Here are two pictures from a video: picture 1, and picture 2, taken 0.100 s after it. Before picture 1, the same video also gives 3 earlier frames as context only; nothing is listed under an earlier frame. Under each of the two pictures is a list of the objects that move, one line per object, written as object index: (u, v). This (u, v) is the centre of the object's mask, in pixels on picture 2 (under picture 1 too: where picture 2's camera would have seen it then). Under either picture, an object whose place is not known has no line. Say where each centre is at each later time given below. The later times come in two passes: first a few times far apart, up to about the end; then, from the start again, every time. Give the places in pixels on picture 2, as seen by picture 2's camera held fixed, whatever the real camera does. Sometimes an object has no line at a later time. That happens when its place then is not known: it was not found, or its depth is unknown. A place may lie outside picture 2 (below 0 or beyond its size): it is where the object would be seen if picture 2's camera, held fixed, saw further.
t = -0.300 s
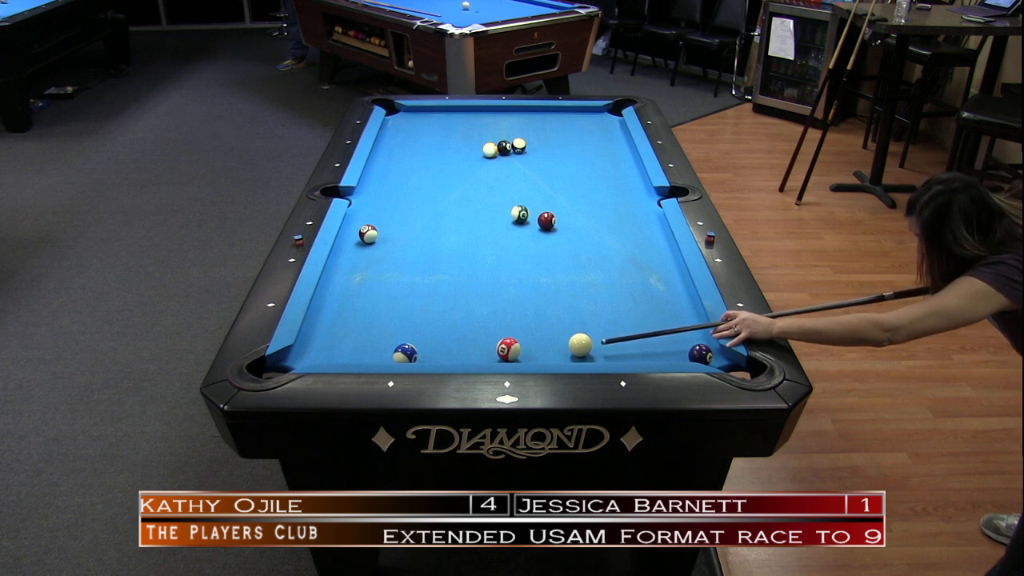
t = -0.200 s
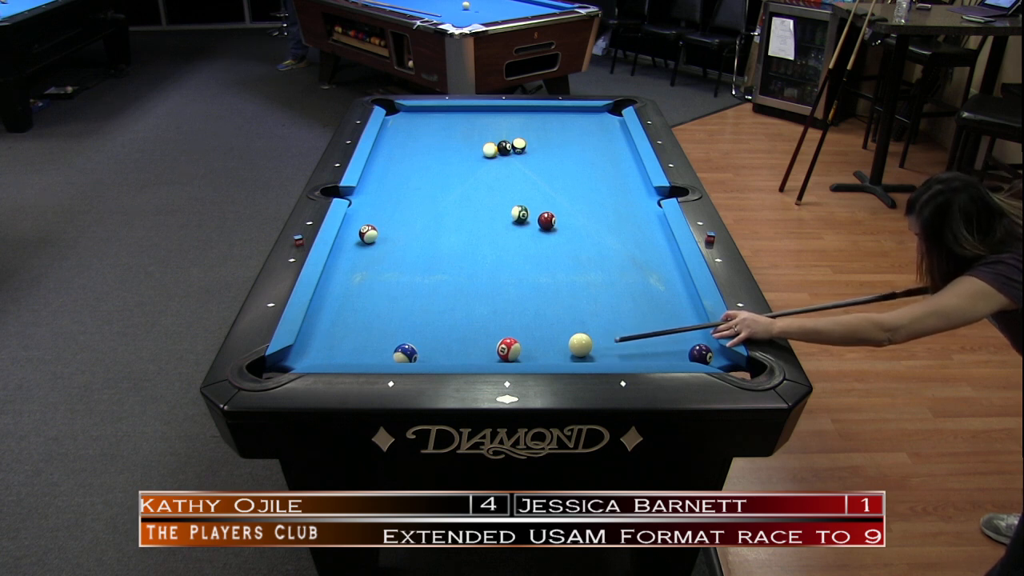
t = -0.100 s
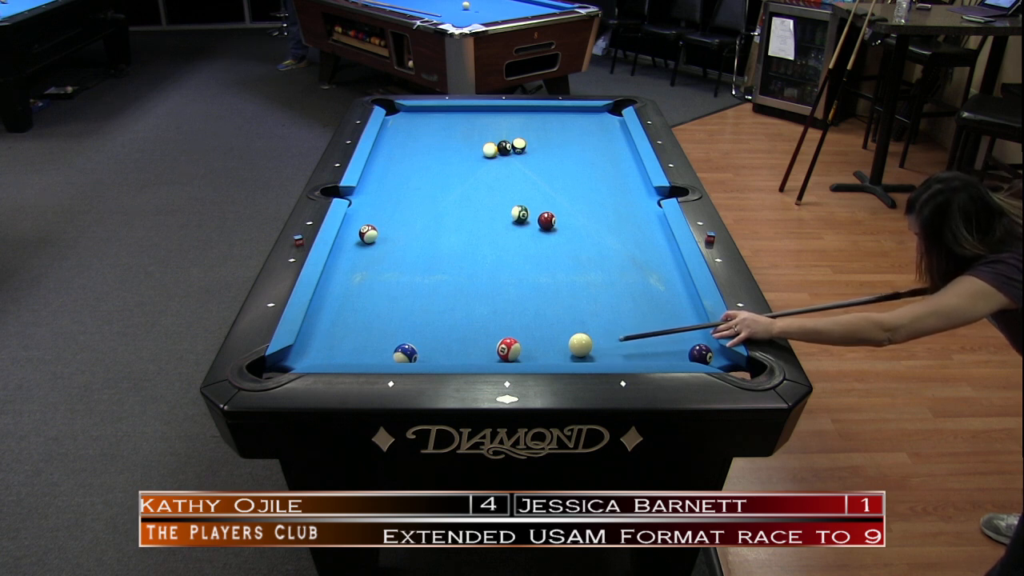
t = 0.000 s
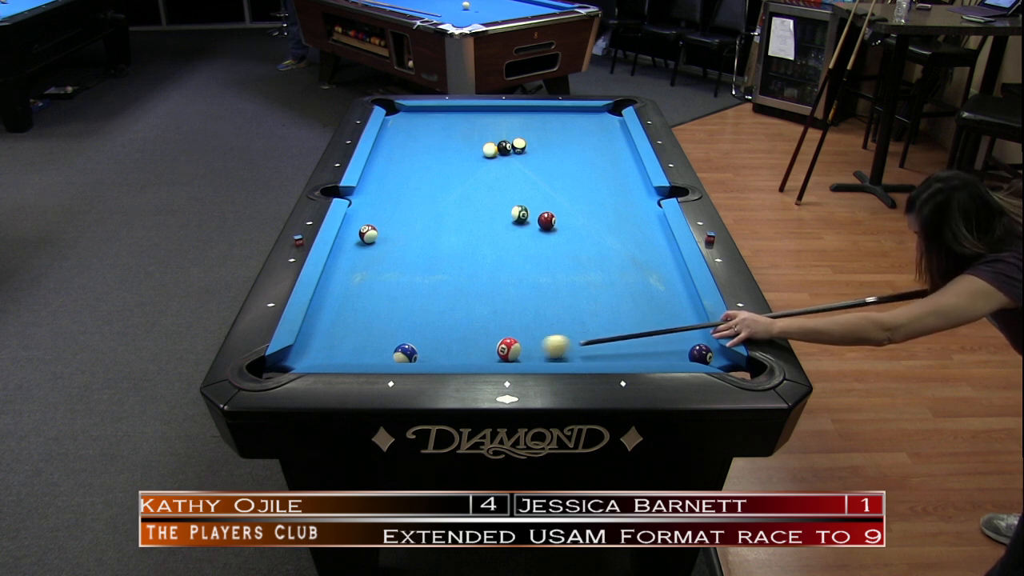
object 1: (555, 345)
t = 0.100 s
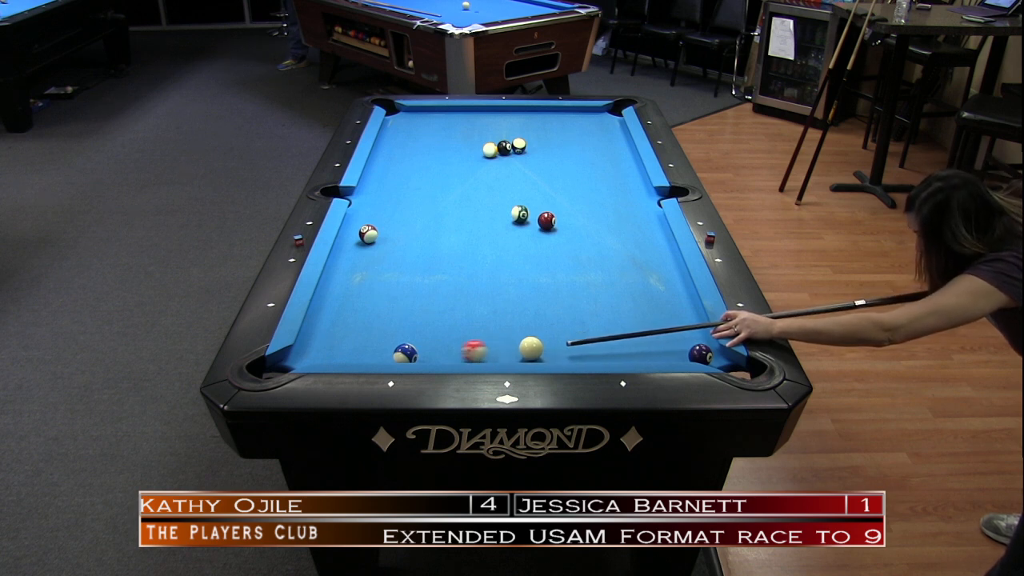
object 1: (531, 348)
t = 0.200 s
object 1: (528, 348)
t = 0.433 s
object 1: (521, 349)
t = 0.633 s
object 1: (517, 349)
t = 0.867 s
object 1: (513, 350)
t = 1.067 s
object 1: (511, 350)
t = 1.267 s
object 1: (510, 350)
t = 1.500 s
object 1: (510, 350)
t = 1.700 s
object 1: (510, 350)
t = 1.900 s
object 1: (510, 350)
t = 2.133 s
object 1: (511, 350)
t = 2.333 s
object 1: (510, 350)
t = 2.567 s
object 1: (511, 350)
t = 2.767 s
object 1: (511, 350)
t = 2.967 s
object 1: (511, 350)
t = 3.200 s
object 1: (510, 350)
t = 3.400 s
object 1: (511, 350)
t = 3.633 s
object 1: (511, 350)
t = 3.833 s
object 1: (511, 350)
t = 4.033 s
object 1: (511, 350)
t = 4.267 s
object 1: (511, 350)
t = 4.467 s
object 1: (511, 350)
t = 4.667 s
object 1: (511, 350)
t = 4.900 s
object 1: (510, 350)
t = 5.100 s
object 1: (510, 350)
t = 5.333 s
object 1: (510, 350)
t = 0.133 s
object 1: (530, 348)
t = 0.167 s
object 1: (529, 348)
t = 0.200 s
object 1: (528, 348)
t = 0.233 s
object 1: (526, 348)
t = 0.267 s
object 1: (525, 348)
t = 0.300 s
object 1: (524, 348)
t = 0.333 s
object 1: (523, 348)
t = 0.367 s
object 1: (522, 348)
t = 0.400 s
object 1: (522, 349)
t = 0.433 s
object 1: (521, 349)
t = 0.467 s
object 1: (520, 349)
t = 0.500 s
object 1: (519, 349)
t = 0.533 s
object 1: (518, 349)
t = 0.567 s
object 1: (518, 349)
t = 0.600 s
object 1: (517, 349)
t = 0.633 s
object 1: (517, 349)
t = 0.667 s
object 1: (516, 350)
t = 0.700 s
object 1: (515, 349)
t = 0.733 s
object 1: (515, 350)
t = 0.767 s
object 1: (514, 350)
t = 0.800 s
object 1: (513, 350)
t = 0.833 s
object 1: (513, 350)
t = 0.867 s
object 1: (513, 350)
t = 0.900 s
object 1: (513, 350)
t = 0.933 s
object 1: (512, 350)
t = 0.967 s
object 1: (512, 350)
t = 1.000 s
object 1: (511, 350)
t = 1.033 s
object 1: (511, 350)
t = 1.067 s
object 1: (511, 350)
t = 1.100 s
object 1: (511, 350)
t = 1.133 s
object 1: (511, 350)
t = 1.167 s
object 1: (510, 350)
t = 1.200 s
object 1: (511, 350)
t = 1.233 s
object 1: (510, 350)
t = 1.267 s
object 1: (510, 350)
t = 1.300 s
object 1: (510, 350)
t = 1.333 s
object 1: (510, 350)
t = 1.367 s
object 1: (510, 350)
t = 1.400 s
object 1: (510, 350)
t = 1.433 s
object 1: (510, 350)
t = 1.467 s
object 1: (510, 350)
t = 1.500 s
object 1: (510, 350)
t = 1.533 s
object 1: (510, 350)
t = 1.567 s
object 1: (510, 350)
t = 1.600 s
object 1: (510, 350)
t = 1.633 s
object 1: (510, 350)
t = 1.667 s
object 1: (510, 350)
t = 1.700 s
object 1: (510, 350)
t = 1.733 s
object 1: (510, 350)
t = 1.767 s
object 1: (510, 350)
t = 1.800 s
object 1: (510, 350)
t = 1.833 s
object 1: (510, 350)
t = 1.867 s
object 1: (510, 350)
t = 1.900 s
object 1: (510, 350)
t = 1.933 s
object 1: (510, 350)
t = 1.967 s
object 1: (510, 350)
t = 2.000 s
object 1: (511, 350)
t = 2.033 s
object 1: (511, 350)
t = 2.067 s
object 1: (510, 350)
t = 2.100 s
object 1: (510, 350)
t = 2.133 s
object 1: (511, 350)
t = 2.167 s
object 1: (511, 350)
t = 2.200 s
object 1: (511, 350)
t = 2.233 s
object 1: (511, 350)
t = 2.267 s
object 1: (511, 350)
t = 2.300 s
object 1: (510, 350)
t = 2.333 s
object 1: (510, 350)
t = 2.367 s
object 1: (510, 350)
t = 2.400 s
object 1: (510, 350)
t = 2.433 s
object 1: (511, 350)
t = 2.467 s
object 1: (511, 350)
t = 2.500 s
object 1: (511, 350)
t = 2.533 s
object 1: (511, 350)
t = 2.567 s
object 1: (511, 350)
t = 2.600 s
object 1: (511, 350)
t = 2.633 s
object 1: (511, 350)
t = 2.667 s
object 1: (510, 350)
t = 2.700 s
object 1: (511, 350)
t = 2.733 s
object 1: (511, 350)
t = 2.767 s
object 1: (511, 350)
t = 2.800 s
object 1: (511, 350)
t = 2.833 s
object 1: (511, 350)
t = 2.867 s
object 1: (511, 350)
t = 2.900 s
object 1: (511, 350)
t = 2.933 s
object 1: (510, 350)
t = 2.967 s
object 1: (511, 350)
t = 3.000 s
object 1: (510, 350)
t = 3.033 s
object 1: (511, 350)
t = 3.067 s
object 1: (511, 350)
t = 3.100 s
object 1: (511, 350)
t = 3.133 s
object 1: (511, 350)
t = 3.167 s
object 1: (510, 350)
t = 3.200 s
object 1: (510, 350)
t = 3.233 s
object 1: (511, 350)
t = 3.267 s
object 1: (511, 350)
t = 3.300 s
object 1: (511, 350)
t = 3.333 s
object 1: (511, 350)
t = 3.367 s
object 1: (510, 350)
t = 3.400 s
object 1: (511, 350)
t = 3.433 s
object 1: (511, 350)
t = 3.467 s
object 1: (511, 350)
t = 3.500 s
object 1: (511, 350)
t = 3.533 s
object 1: (511, 350)
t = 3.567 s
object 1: (511, 350)
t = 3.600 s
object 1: (511, 350)
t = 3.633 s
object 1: (511, 350)
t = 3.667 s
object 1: (511, 350)
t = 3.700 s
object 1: (511, 350)
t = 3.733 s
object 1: (511, 350)
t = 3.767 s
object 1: (511, 350)
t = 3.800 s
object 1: (510, 350)
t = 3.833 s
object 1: (511, 350)
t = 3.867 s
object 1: (511, 350)
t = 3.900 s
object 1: (511, 350)
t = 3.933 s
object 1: (511, 350)
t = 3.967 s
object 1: (511, 350)
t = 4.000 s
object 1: (511, 350)
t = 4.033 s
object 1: (511, 350)
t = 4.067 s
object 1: (510, 350)
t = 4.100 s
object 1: (511, 350)
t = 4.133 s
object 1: (511, 350)
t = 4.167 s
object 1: (511, 350)
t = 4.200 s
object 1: (510, 350)
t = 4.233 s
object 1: (511, 350)
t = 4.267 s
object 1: (511, 350)
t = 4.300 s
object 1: (511, 350)
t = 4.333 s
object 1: (511, 350)
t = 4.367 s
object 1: (511, 350)
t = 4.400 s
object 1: (511, 350)
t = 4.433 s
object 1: (511, 350)
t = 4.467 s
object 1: (511, 350)
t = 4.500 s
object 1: (511, 350)
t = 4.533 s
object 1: (511, 350)
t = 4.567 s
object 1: (511, 350)
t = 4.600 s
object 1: (511, 350)
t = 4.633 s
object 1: (511, 350)
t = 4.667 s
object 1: (511, 350)
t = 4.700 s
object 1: (511, 350)
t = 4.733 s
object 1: (511, 350)
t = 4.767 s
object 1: (510, 350)
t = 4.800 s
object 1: (510, 350)
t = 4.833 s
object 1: (510, 350)
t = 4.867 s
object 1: (510, 350)
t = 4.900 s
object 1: (510, 350)
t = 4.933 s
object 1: (510, 350)
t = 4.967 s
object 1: (510, 350)
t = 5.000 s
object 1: (510, 350)
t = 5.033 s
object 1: (510, 350)
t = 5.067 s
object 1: (510, 350)
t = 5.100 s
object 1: (510, 350)
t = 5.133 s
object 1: (510, 350)
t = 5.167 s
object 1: (510, 350)
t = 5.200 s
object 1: (510, 350)
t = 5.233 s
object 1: (510, 350)
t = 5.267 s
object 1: (510, 350)
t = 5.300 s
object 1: (510, 350)
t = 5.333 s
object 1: (510, 350)
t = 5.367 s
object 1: (510, 350)
